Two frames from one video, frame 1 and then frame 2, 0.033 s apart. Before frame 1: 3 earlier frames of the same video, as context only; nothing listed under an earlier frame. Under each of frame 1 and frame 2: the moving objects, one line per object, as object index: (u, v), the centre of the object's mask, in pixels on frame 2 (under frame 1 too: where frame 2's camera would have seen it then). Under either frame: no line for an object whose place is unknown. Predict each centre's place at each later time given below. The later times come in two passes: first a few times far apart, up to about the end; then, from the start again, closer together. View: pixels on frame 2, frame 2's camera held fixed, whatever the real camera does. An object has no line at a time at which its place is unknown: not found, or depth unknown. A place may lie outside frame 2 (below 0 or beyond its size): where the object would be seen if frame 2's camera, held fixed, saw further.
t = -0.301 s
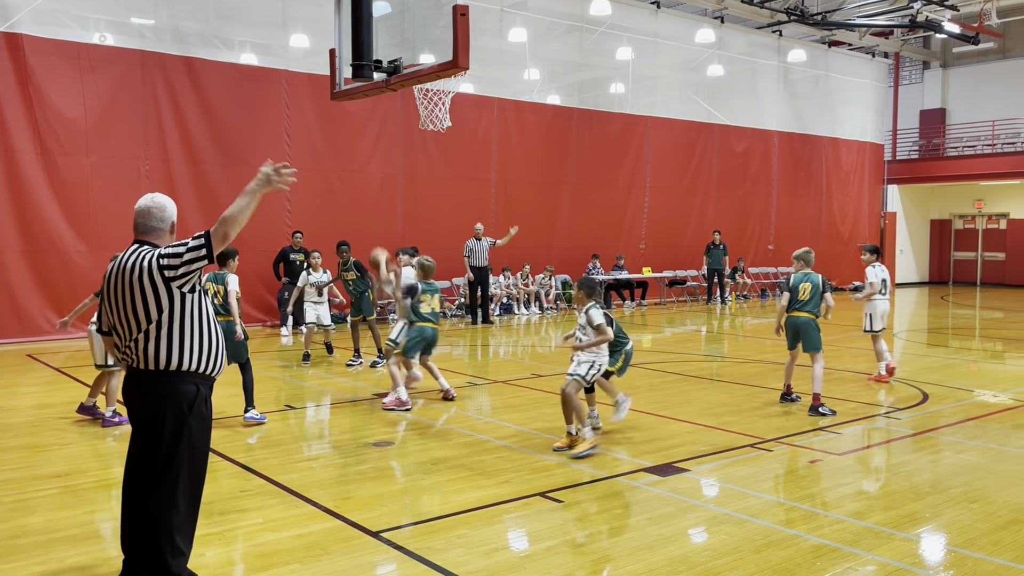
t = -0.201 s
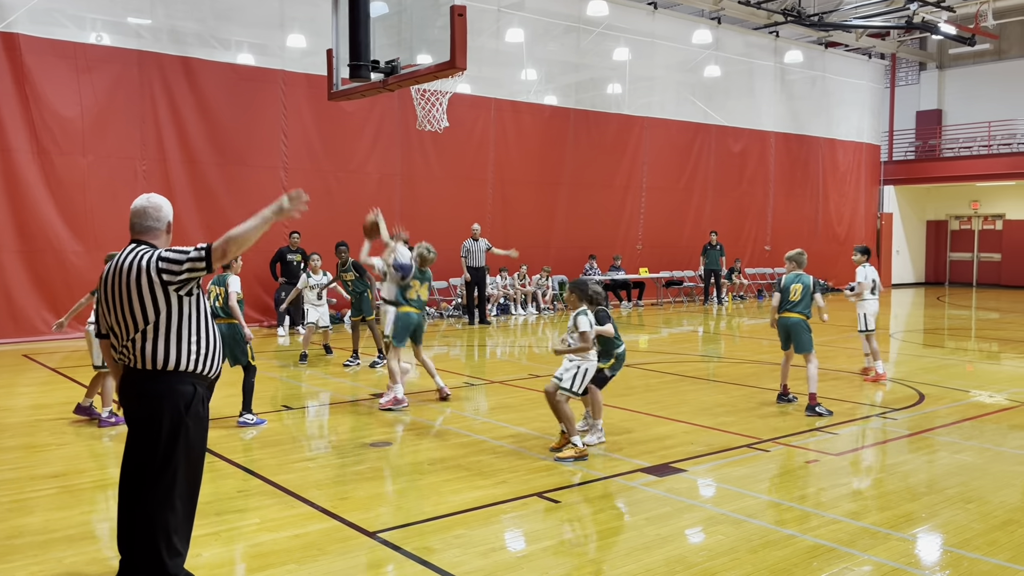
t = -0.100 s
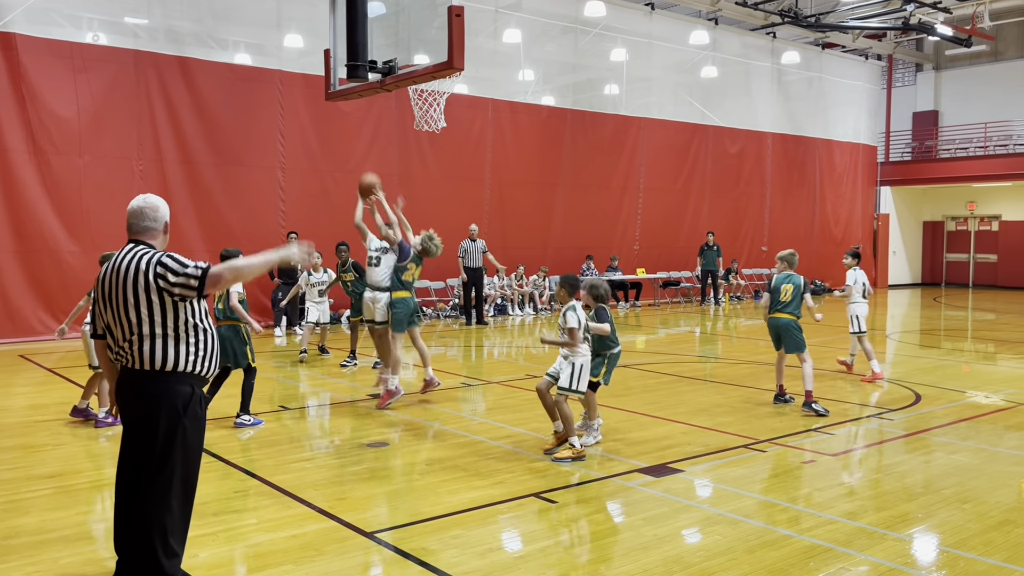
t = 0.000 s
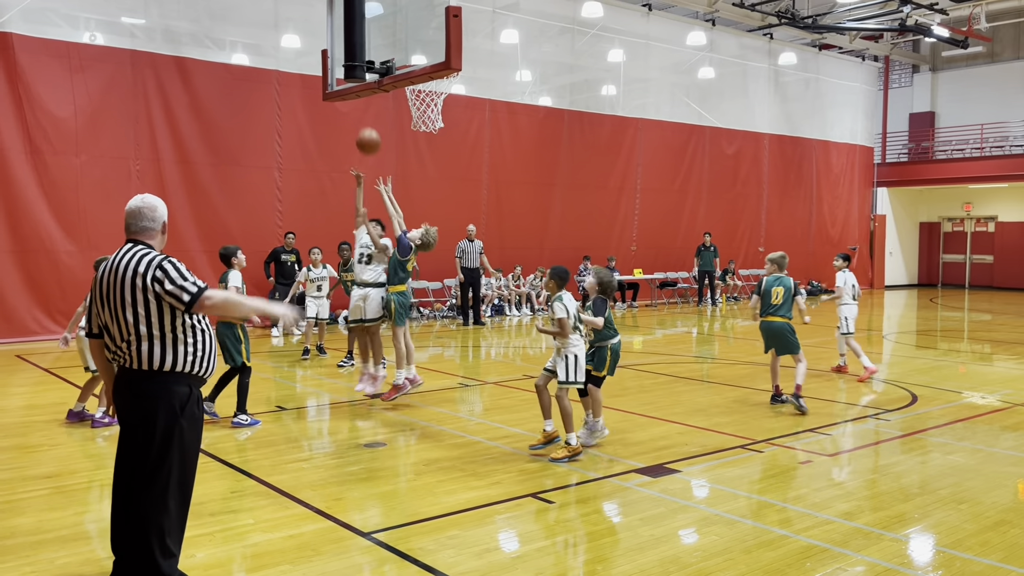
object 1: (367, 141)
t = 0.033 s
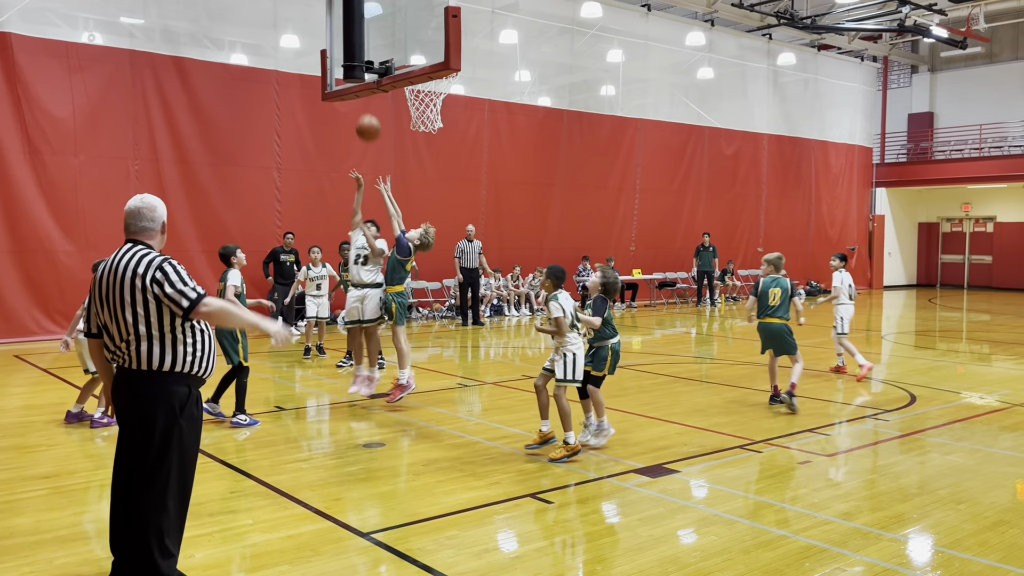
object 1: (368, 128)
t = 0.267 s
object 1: (378, 56)
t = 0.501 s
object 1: (406, 53)
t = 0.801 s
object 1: (455, 122)
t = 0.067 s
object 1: (369, 116)
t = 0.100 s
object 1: (371, 106)
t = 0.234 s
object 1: (376, 59)
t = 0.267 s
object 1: (378, 56)
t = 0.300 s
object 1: (379, 52)
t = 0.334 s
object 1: (380, 50)
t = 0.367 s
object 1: (380, 46)
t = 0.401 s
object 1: (383, 45)
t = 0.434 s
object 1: (390, 47)
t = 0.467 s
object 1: (394, 49)
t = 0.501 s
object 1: (406, 53)
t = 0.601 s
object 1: (432, 85)
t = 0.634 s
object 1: (439, 91)
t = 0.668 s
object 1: (446, 101)
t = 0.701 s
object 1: (452, 110)
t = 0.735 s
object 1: (451, 117)
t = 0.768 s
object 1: (453, 118)
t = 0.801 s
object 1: (455, 122)
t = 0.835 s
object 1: (456, 130)
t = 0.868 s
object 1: (458, 139)
